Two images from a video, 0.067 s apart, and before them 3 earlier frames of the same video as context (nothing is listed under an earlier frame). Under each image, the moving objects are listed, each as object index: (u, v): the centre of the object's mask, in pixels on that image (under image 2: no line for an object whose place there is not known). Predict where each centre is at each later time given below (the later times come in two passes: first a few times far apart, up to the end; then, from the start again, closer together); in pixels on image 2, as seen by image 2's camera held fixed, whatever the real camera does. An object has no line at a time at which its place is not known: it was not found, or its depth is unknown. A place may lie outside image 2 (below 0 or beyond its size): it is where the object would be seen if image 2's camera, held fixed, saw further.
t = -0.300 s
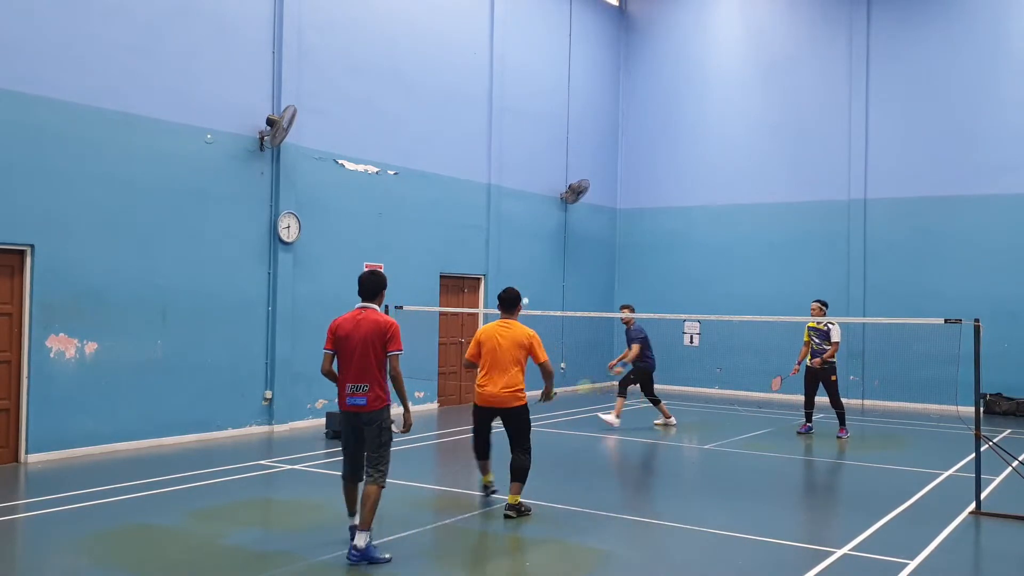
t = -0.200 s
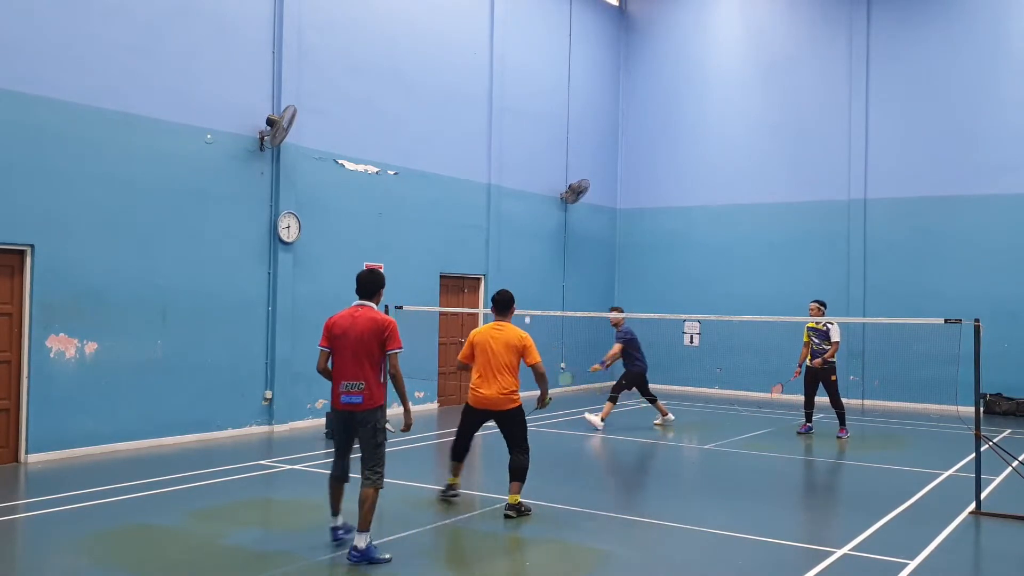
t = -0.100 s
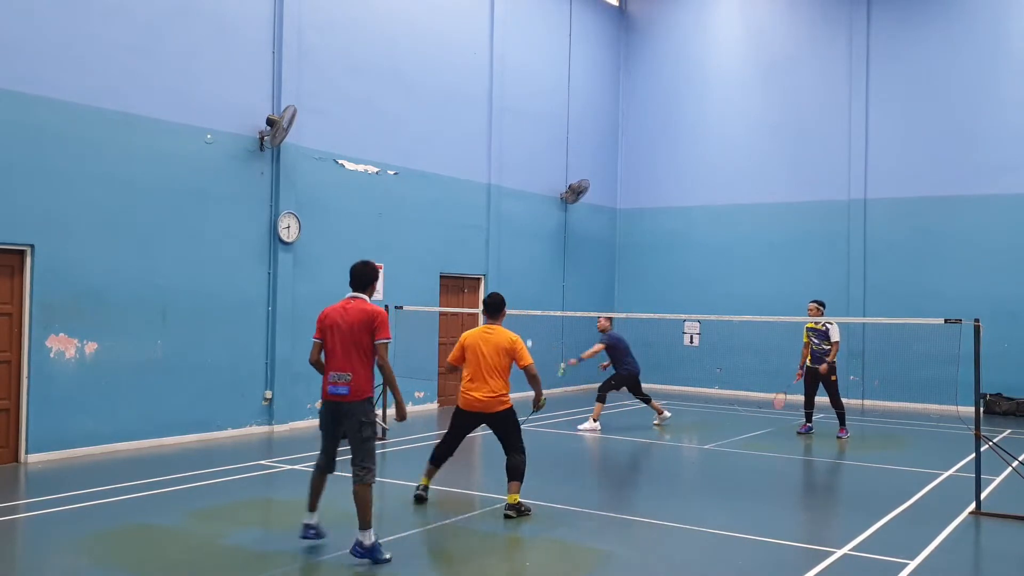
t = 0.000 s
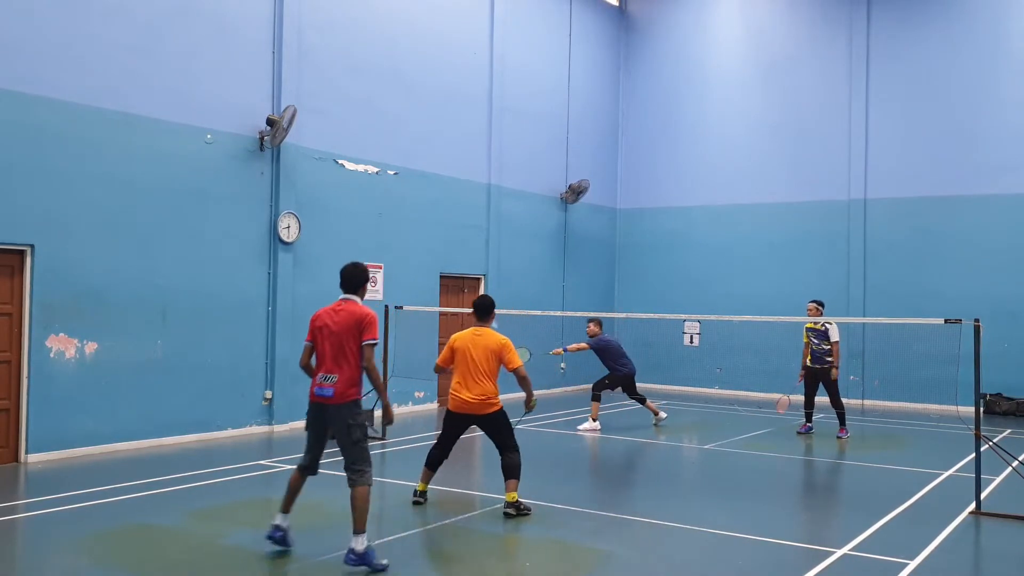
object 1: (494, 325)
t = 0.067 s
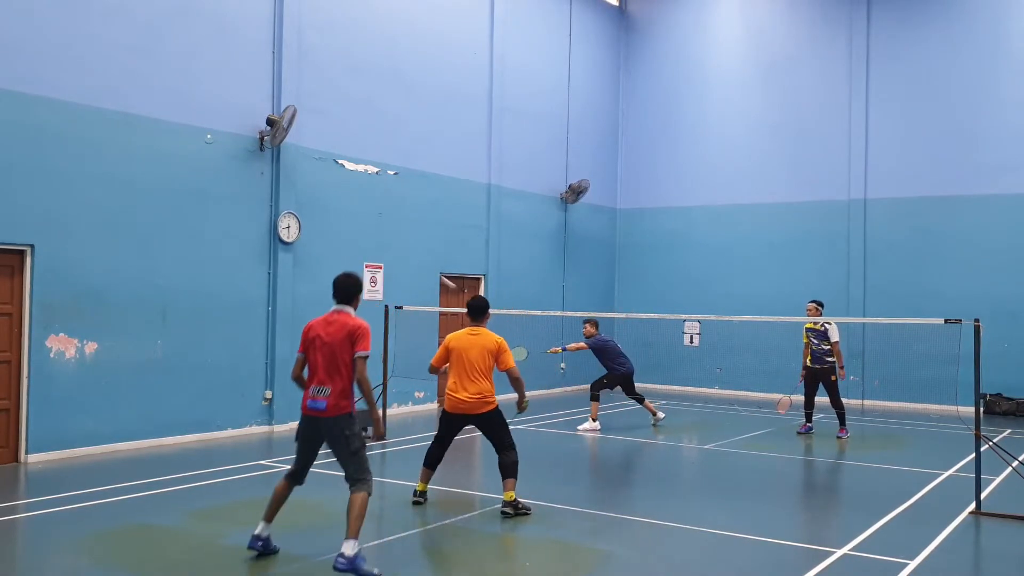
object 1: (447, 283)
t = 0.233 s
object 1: (347, 215)
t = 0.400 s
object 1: (253, 178)
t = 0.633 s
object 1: (125, 177)
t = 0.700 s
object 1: (89, 189)
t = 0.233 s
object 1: (347, 215)
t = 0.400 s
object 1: (253, 178)
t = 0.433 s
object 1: (235, 174)
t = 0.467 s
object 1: (216, 172)
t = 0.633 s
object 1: (125, 177)
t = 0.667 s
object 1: (107, 182)
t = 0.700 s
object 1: (89, 189)
